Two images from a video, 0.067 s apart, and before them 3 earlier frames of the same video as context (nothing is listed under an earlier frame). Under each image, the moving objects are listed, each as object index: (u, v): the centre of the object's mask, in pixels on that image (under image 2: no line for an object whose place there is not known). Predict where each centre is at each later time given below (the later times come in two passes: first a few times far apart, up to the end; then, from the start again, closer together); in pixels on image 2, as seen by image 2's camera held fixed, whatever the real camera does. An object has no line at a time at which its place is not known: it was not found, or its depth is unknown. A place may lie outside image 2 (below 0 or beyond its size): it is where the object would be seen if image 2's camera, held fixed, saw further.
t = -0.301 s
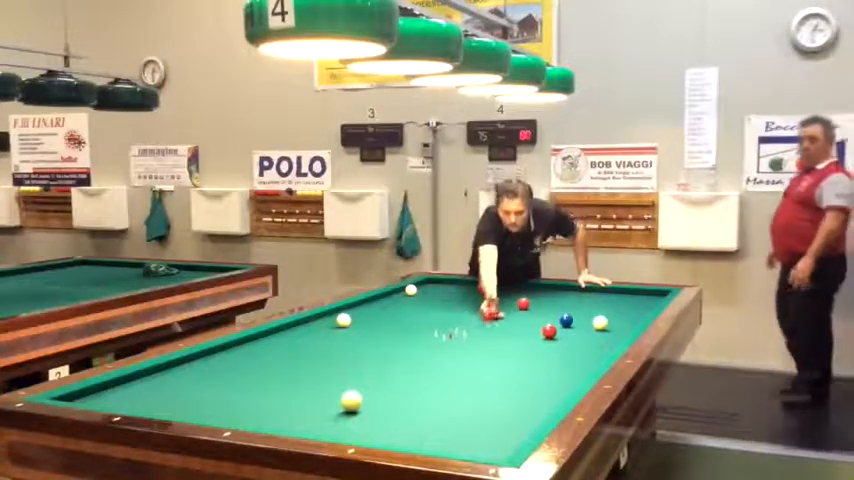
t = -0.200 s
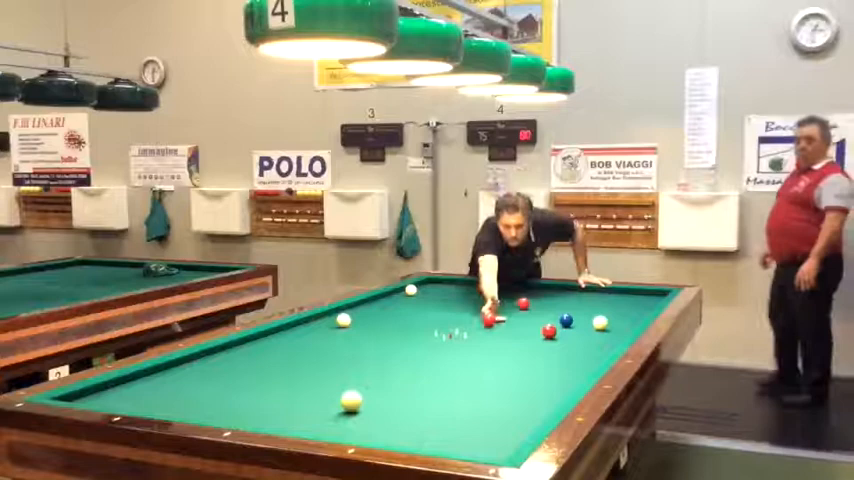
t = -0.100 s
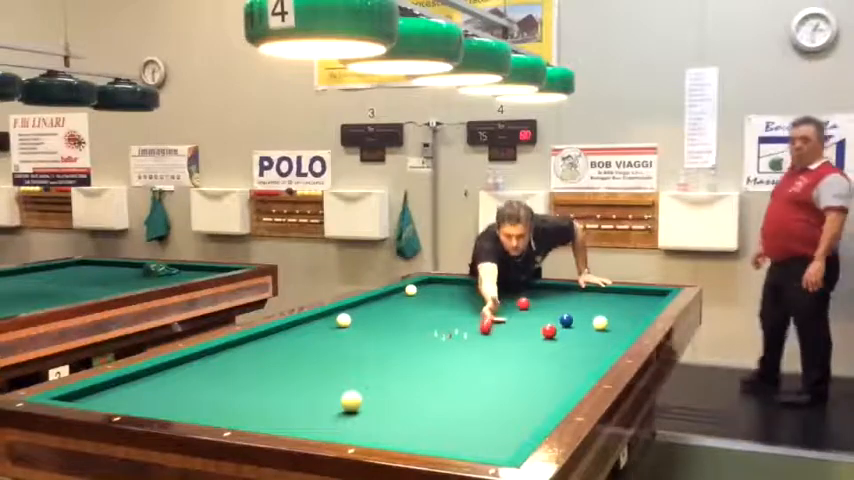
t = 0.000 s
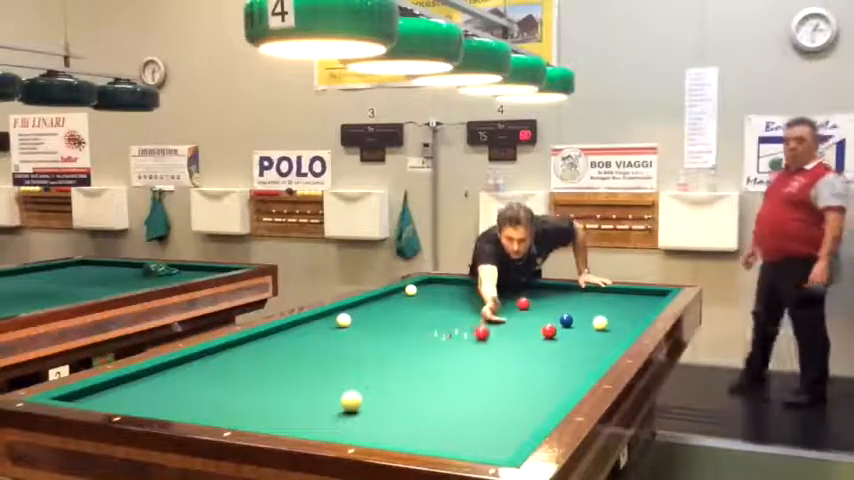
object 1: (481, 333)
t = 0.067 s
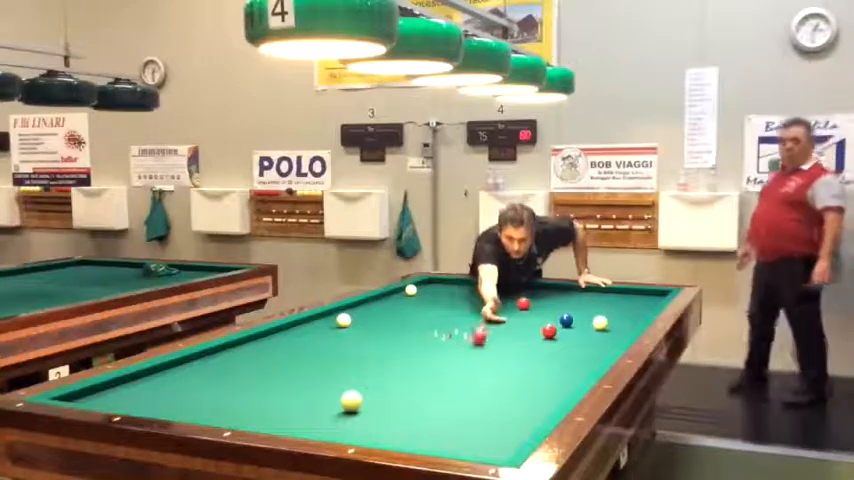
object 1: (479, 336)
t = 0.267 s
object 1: (470, 352)
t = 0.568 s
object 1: (454, 378)
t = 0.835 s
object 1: (436, 407)
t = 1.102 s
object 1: (414, 441)
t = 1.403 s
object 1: (467, 421)
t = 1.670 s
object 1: (504, 407)
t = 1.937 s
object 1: (535, 393)
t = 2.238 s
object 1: (567, 380)
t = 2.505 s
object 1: (583, 369)
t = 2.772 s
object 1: (587, 360)
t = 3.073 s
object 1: (592, 349)
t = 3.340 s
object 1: (595, 343)
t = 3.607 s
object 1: (597, 336)
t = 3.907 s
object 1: (600, 329)
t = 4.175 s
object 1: (603, 326)
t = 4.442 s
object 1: (605, 324)
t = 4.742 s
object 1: (607, 322)
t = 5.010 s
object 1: (610, 321)
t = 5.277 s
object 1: (612, 320)
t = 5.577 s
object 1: (613, 320)
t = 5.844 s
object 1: (615, 319)
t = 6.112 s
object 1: (616, 319)
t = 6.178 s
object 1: (616, 318)
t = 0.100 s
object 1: (477, 339)
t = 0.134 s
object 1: (476, 343)
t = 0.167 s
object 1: (474, 345)
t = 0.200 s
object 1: (473, 347)
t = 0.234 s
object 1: (472, 350)
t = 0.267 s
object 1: (470, 352)
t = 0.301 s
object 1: (468, 355)
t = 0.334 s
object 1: (467, 357)
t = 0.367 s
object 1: (465, 360)
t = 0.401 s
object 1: (464, 362)
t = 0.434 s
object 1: (461, 366)
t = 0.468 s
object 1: (460, 368)
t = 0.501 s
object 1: (458, 371)
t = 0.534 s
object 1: (456, 375)
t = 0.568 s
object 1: (454, 378)
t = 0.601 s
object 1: (452, 381)
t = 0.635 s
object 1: (450, 385)
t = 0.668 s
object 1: (448, 388)
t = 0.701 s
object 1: (446, 391)
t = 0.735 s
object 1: (444, 394)
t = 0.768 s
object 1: (442, 398)
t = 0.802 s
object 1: (439, 402)
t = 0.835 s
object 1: (436, 407)
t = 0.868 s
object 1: (434, 411)
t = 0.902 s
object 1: (431, 416)
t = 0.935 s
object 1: (428, 420)
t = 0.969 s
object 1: (426, 425)
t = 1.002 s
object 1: (423, 429)
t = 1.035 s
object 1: (420, 434)
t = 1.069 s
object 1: (417, 438)
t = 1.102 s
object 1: (414, 441)
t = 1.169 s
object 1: (425, 439)
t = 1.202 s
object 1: (432, 437)
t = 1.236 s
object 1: (438, 435)
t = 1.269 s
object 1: (445, 431)
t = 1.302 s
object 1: (451, 428)
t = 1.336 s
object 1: (457, 425)
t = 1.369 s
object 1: (462, 424)
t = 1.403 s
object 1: (467, 421)
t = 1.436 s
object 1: (472, 419)
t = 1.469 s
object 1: (477, 417)
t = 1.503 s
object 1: (482, 415)
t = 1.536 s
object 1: (486, 413)
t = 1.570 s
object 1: (491, 411)
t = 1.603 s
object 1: (495, 409)
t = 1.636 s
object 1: (500, 408)
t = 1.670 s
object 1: (504, 407)
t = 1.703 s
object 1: (508, 405)
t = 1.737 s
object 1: (512, 403)
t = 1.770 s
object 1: (516, 401)
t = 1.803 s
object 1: (520, 399)
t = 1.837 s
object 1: (524, 398)
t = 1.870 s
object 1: (528, 396)
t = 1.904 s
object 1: (532, 394)
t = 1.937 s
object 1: (535, 393)
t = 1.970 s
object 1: (539, 391)
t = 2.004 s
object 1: (543, 390)
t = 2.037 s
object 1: (546, 388)
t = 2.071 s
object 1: (550, 387)
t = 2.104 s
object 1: (553, 385)
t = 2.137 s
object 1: (557, 384)
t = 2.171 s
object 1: (560, 383)
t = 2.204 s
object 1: (564, 381)
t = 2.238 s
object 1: (567, 380)
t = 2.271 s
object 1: (570, 378)
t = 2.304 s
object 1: (573, 377)
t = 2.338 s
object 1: (576, 375)
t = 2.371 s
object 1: (578, 373)
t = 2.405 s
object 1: (581, 372)
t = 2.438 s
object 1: (581, 371)
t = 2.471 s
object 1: (582, 370)
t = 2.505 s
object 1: (583, 369)
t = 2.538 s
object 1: (584, 368)
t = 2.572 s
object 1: (584, 366)
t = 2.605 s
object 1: (584, 366)
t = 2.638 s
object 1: (585, 365)
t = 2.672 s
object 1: (586, 363)
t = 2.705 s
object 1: (587, 362)
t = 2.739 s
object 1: (587, 361)
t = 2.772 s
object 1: (587, 360)
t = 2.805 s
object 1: (588, 358)
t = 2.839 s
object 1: (588, 357)
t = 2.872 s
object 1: (589, 356)
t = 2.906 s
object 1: (589, 356)
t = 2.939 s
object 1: (590, 354)
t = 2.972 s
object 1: (590, 353)
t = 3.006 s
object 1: (591, 352)
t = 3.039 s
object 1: (591, 351)
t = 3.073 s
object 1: (592, 349)
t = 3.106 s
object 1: (592, 349)
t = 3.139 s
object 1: (592, 348)
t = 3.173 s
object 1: (593, 347)
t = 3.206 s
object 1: (593, 345)
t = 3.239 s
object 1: (594, 345)
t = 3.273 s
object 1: (594, 344)
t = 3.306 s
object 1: (594, 344)
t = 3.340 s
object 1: (595, 343)
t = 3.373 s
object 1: (595, 342)
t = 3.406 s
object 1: (595, 342)
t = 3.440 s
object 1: (596, 340)
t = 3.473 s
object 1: (597, 339)
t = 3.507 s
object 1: (597, 337)
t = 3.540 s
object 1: (597, 337)
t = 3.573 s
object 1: (597, 337)
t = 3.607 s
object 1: (597, 336)
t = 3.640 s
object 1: (597, 336)
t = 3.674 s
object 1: (597, 335)
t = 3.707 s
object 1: (598, 333)
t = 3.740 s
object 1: (598, 333)
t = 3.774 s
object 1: (599, 332)
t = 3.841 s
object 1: (599, 330)
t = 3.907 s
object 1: (600, 329)
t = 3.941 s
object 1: (600, 329)
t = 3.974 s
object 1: (600, 327)
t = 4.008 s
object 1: (600, 327)
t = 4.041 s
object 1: (602, 326)
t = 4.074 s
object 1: (602, 326)
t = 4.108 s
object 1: (602, 326)
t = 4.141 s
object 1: (603, 326)
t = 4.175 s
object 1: (603, 326)
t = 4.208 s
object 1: (603, 326)
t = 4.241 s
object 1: (603, 325)
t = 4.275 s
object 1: (603, 325)
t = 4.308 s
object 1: (604, 325)
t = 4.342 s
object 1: (604, 325)
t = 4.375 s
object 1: (604, 325)
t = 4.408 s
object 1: (605, 324)
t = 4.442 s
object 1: (605, 324)
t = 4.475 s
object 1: (605, 324)
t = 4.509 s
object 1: (606, 324)
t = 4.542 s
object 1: (606, 323)
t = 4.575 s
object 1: (606, 323)
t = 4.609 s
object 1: (606, 323)
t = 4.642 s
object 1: (607, 323)
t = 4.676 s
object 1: (607, 323)
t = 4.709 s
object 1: (607, 322)
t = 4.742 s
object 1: (607, 322)
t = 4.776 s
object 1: (608, 322)
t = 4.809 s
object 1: (608, 322)
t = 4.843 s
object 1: (608, 322)
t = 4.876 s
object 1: (609, 321)
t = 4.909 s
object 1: (609, 321)
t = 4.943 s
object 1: (609, 321)
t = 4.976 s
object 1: (609, 321)
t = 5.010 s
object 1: (610, 321)
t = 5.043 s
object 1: (610, 321)
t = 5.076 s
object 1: (610, 320)
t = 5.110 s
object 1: (611, 320)
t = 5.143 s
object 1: (611, 321)
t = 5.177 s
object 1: (611, 320)
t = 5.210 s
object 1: (611, 320)
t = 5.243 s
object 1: (612, 320)
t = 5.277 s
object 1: (612, 320)
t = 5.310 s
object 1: (612, 320)
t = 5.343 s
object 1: (612, 320)
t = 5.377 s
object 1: (613, 320)
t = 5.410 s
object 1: (613, 320)
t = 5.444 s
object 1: (613, 320)
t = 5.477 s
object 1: (613, 320)
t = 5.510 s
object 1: (613, 320)
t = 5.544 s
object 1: (613, 320)
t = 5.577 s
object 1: (613, 320)
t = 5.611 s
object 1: (613, 320)
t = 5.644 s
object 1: (614, 319)
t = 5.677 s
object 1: (614, 319)
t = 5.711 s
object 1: (614, 319)
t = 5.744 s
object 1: (615, 319)
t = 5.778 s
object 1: (615, 319)
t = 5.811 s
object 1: (615, 319)
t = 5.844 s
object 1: (615, 319)
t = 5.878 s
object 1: (615, 319)
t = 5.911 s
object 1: (615, 319)
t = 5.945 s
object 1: (615, 319)
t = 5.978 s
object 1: (615, 319)
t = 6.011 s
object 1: (616, 319)
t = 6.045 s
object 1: (616, 319)
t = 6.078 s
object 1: (616, 319)
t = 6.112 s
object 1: (616, 319)
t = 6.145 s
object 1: (616, 318)
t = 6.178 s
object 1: (616, 318)
